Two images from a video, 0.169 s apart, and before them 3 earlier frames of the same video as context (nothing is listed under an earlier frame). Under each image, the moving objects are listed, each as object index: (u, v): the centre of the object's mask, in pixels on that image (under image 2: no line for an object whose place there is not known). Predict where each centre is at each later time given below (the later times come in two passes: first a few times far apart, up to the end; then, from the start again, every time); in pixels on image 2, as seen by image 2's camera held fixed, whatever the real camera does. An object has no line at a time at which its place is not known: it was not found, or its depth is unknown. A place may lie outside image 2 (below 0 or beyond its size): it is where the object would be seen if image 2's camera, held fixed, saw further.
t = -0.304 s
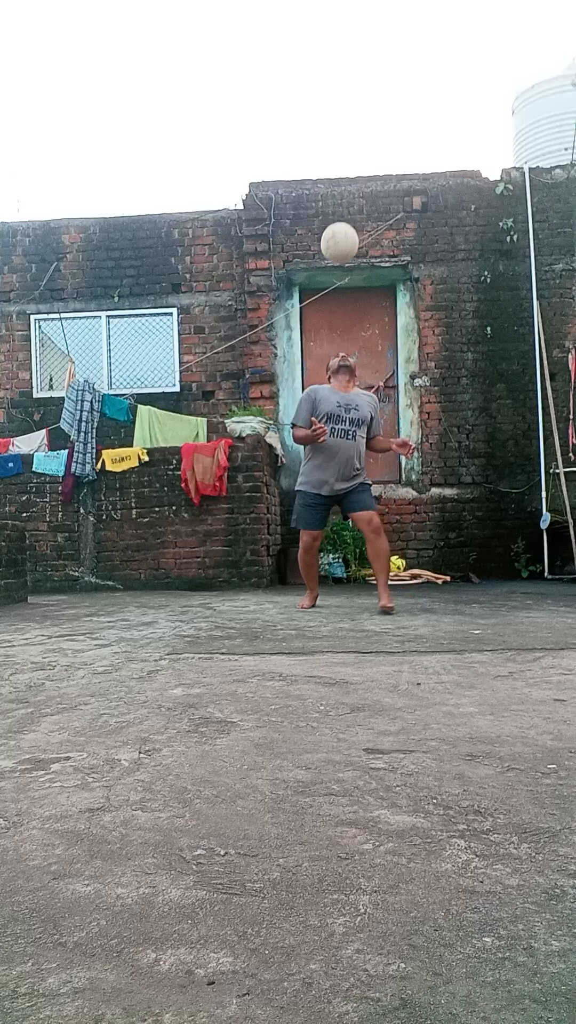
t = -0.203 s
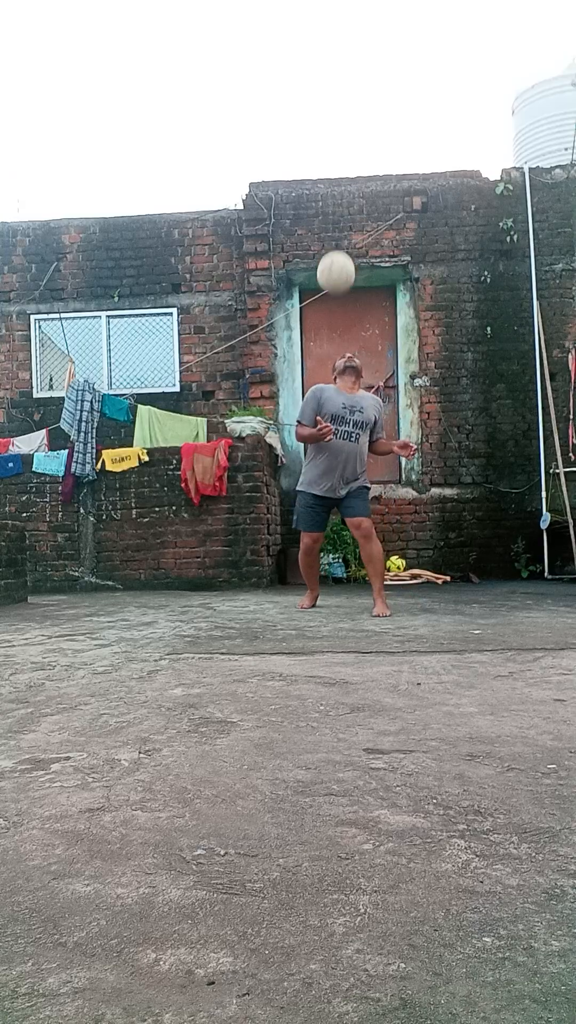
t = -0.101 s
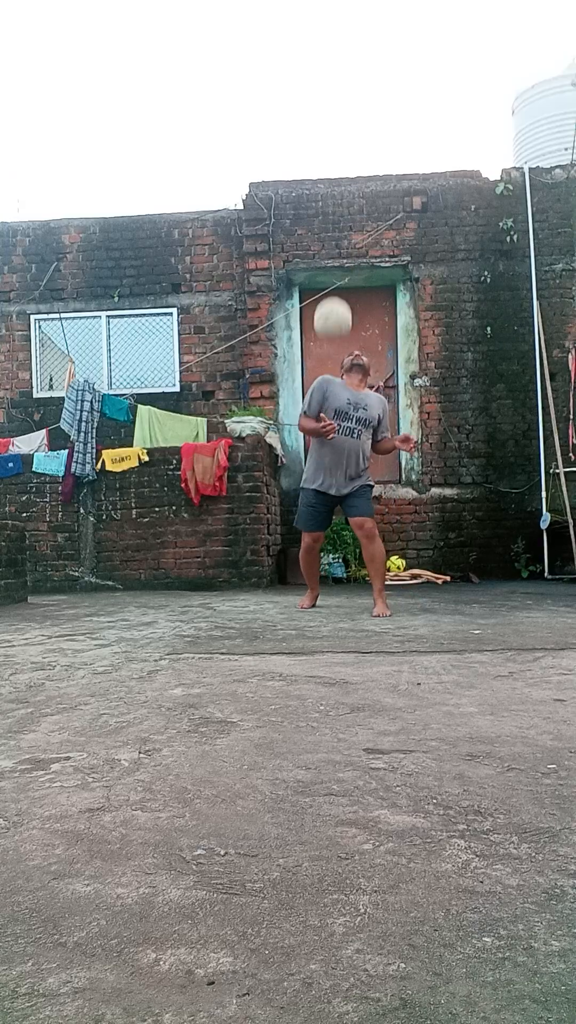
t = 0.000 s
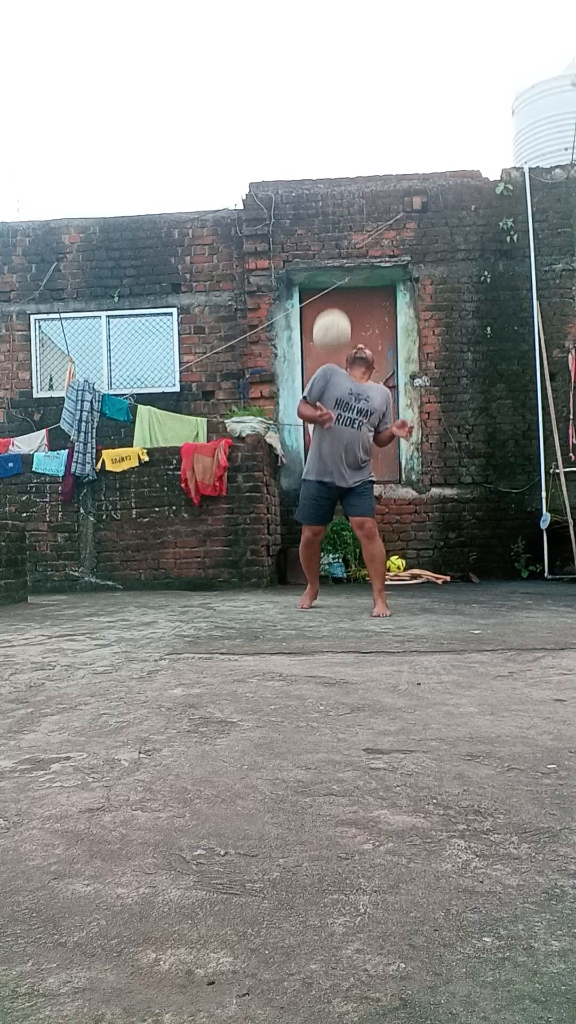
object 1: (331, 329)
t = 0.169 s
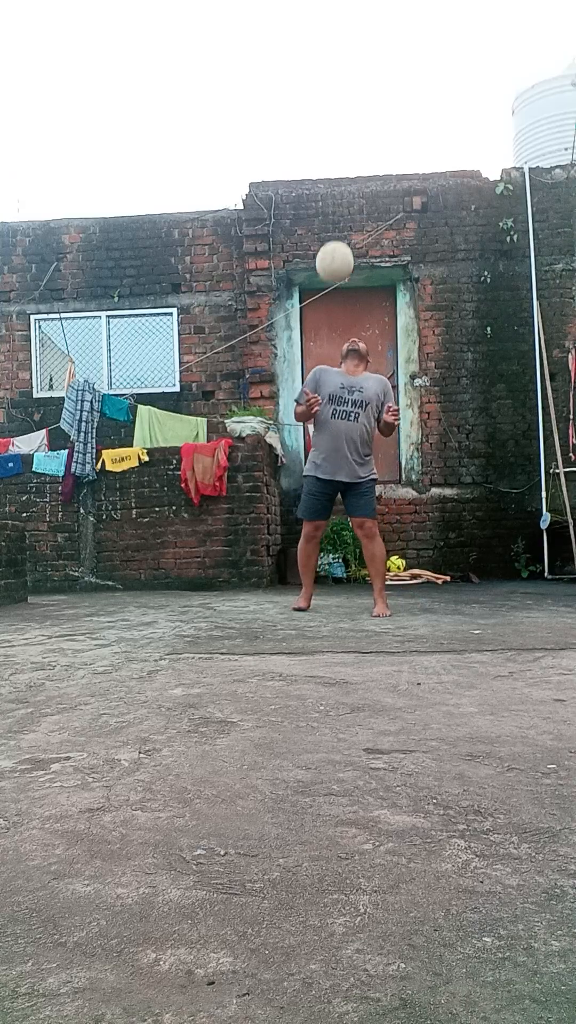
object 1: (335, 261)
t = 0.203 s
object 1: (335, 253)
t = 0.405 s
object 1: (340, 245)
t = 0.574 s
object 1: (346, 288)
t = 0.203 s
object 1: (335, 253)
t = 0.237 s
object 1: (336, 247)
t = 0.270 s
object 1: (337, 243)
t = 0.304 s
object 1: (337, 241)
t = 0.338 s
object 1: (338, 241)
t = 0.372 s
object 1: (339, 242)
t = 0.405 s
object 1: (340, 245)
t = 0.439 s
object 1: (342, 250)
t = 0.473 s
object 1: (342, 257)
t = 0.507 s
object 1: (344, 265)
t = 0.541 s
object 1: (345, 276)
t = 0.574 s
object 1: (346, 288)
